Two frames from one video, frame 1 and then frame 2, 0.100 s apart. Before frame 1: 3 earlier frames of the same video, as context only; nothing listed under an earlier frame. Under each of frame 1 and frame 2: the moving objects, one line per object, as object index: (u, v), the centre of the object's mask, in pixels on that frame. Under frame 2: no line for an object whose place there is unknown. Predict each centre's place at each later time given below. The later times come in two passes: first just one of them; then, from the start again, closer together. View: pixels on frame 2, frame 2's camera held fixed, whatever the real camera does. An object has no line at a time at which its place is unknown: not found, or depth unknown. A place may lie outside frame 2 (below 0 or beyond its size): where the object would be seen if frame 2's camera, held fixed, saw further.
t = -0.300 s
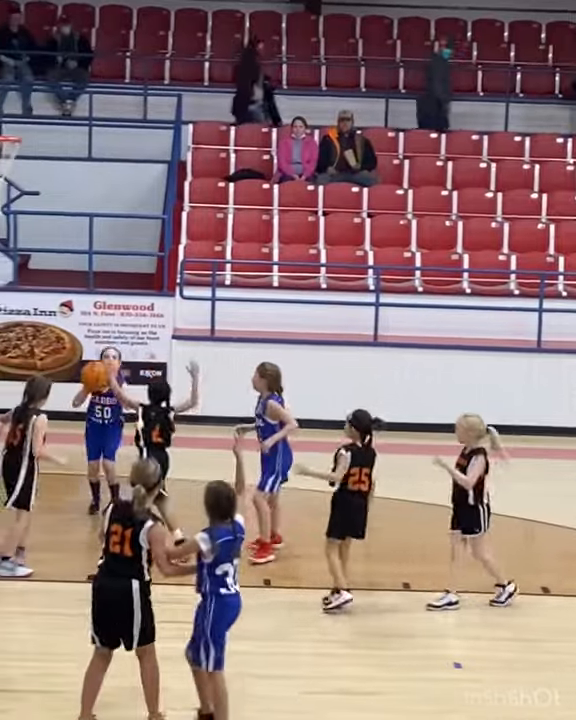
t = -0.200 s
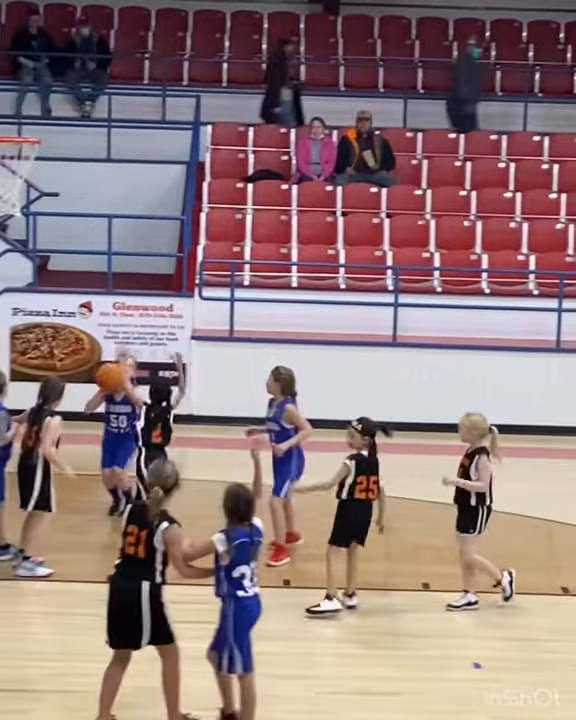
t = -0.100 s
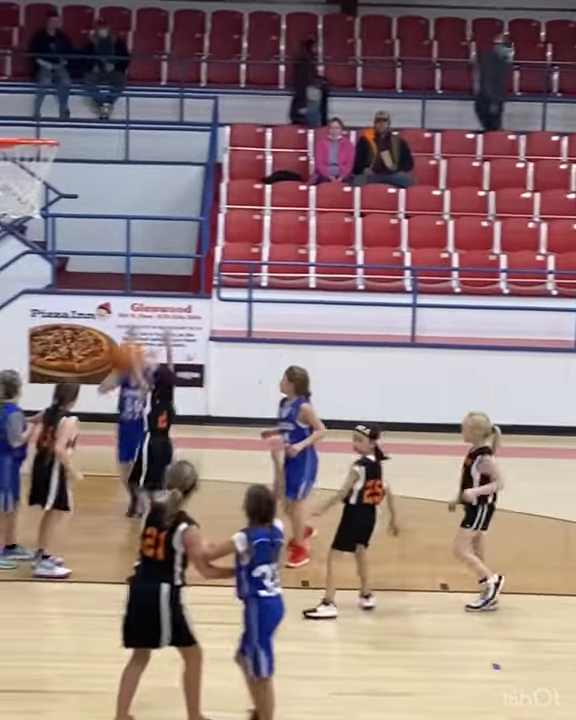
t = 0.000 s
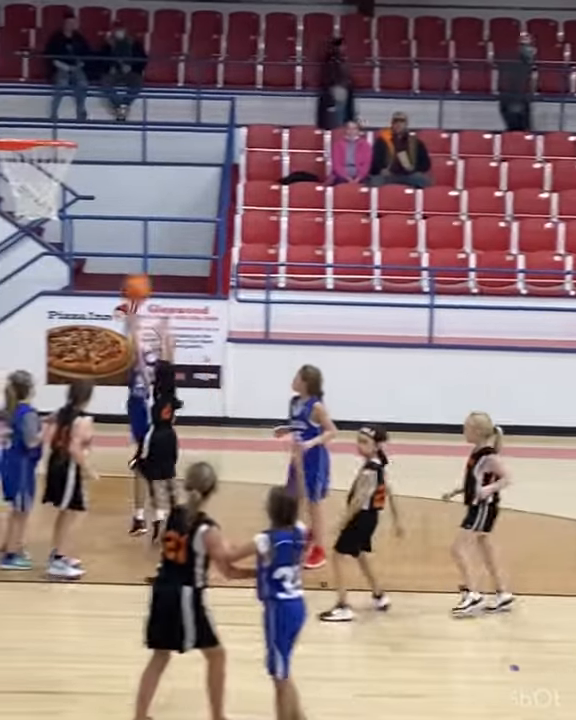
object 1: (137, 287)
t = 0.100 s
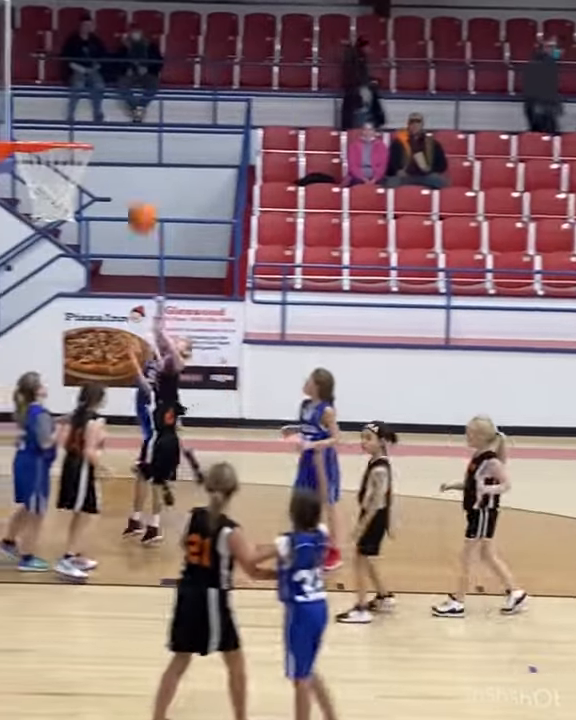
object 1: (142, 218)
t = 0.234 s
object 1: (128, 134)
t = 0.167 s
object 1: (134, 174)
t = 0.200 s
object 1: (132, 154)
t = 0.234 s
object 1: (128, 134)
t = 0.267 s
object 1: (124, 117)
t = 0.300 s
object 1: (121, 101)
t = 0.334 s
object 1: (116, 87)
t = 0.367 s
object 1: (112, 74)
